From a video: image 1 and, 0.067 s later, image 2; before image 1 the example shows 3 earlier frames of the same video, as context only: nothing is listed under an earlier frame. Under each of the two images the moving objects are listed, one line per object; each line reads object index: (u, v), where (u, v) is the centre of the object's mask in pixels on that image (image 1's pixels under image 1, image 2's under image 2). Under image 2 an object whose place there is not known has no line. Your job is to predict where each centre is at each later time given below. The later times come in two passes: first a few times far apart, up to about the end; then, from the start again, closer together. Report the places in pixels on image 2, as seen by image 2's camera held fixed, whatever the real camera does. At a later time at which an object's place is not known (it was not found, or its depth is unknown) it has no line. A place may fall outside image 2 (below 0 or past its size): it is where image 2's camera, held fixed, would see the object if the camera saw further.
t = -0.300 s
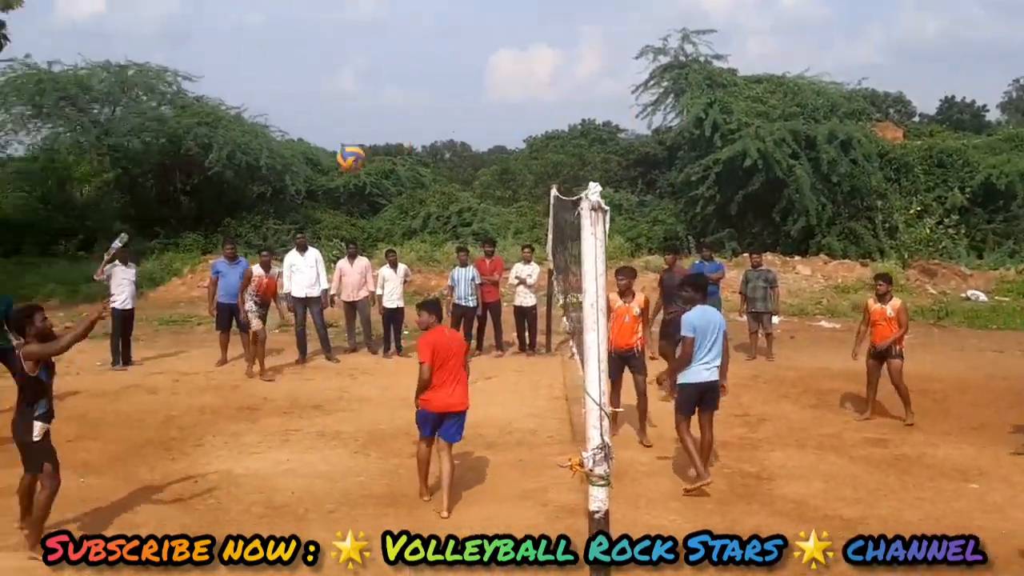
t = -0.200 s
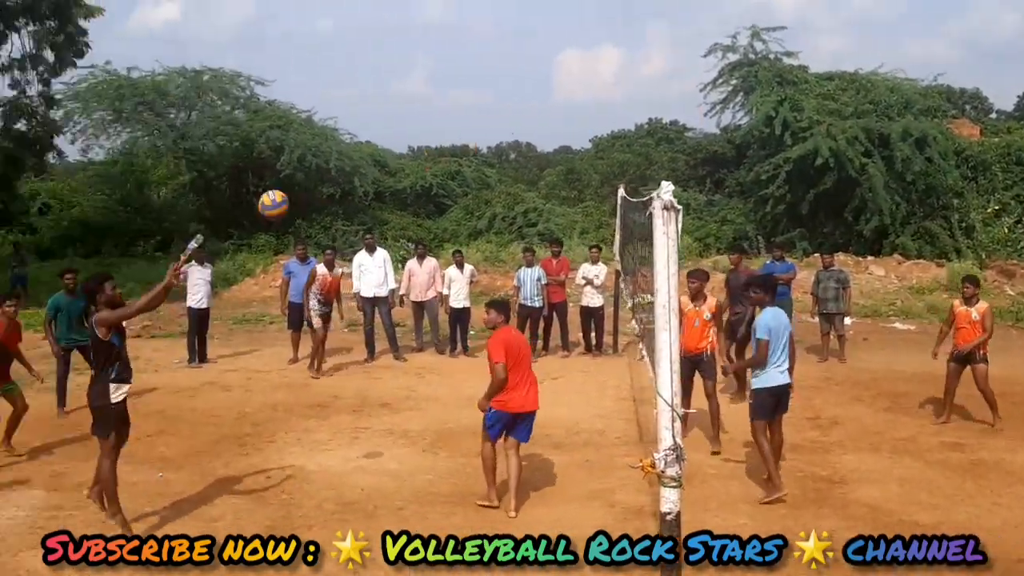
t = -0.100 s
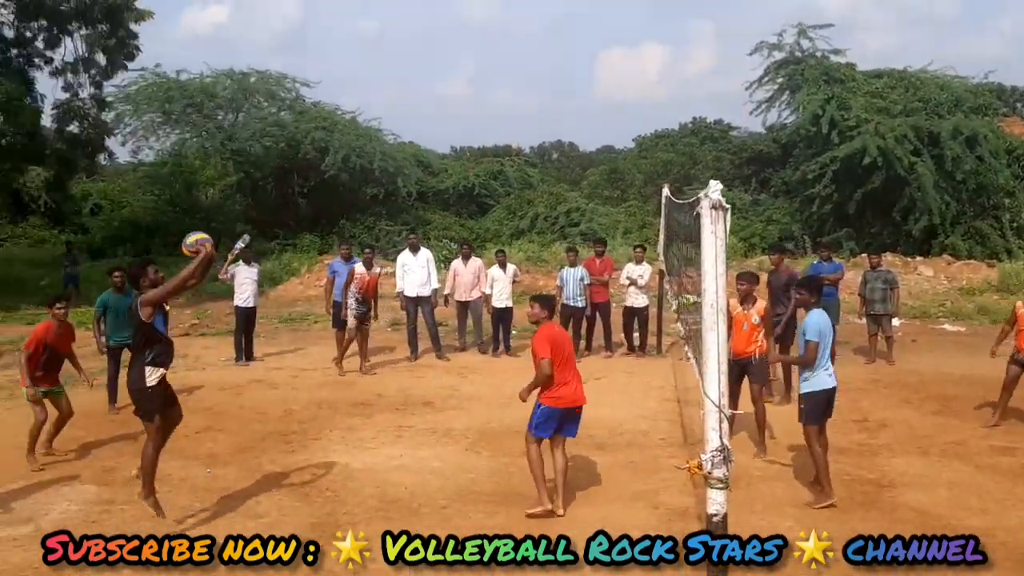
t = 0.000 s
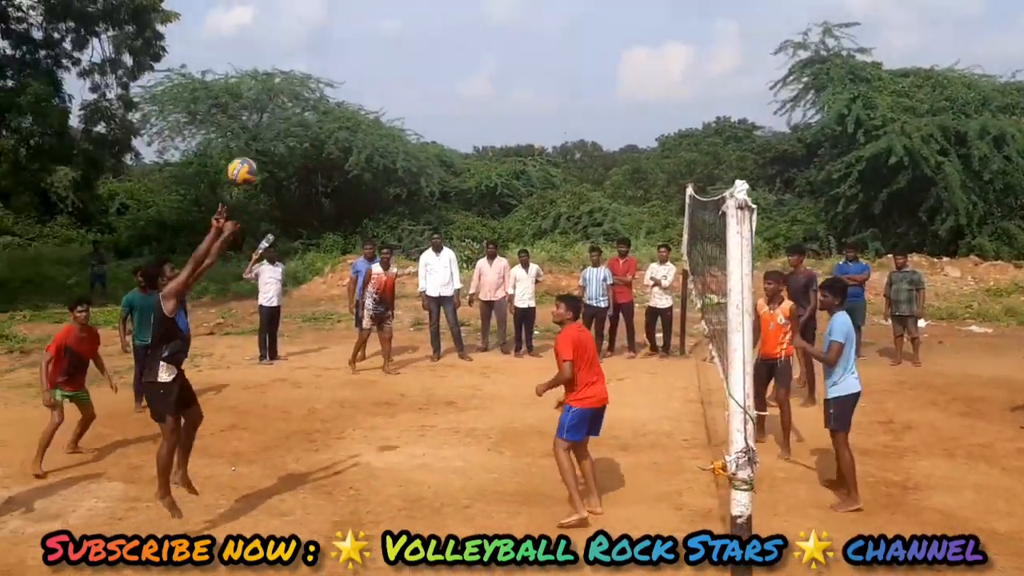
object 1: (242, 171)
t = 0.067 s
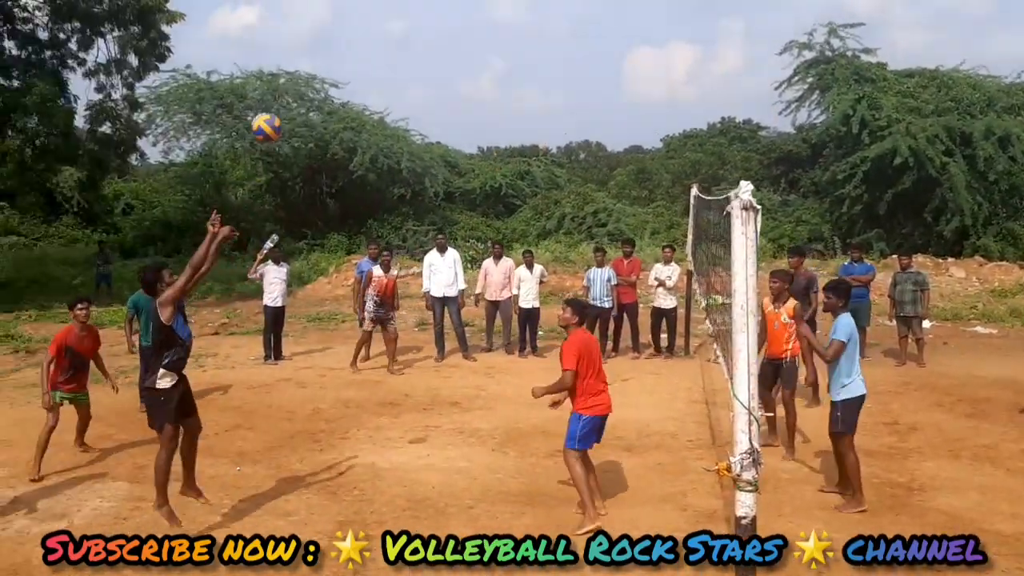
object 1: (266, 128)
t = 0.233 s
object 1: (314, 46)
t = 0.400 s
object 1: (361, 6)
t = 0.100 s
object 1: (276, 108)
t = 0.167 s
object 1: (295, 74)
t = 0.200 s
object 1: (304, 59)
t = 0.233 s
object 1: (314, 46)
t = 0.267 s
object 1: (323, 35)
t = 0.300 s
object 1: (333, 25)
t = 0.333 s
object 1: (342, 17)
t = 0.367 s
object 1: (352, 10)
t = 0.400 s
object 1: (361, 6)
